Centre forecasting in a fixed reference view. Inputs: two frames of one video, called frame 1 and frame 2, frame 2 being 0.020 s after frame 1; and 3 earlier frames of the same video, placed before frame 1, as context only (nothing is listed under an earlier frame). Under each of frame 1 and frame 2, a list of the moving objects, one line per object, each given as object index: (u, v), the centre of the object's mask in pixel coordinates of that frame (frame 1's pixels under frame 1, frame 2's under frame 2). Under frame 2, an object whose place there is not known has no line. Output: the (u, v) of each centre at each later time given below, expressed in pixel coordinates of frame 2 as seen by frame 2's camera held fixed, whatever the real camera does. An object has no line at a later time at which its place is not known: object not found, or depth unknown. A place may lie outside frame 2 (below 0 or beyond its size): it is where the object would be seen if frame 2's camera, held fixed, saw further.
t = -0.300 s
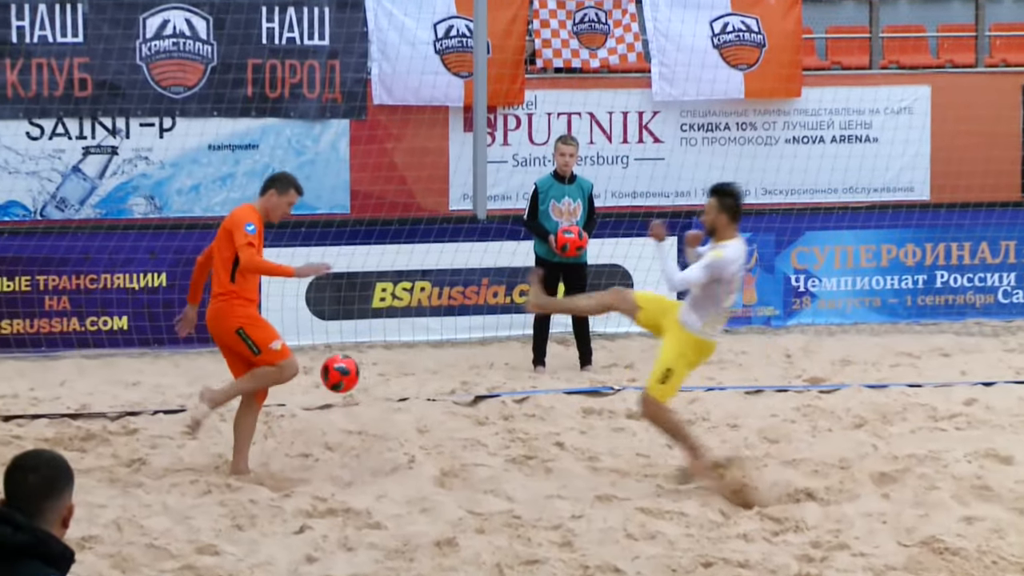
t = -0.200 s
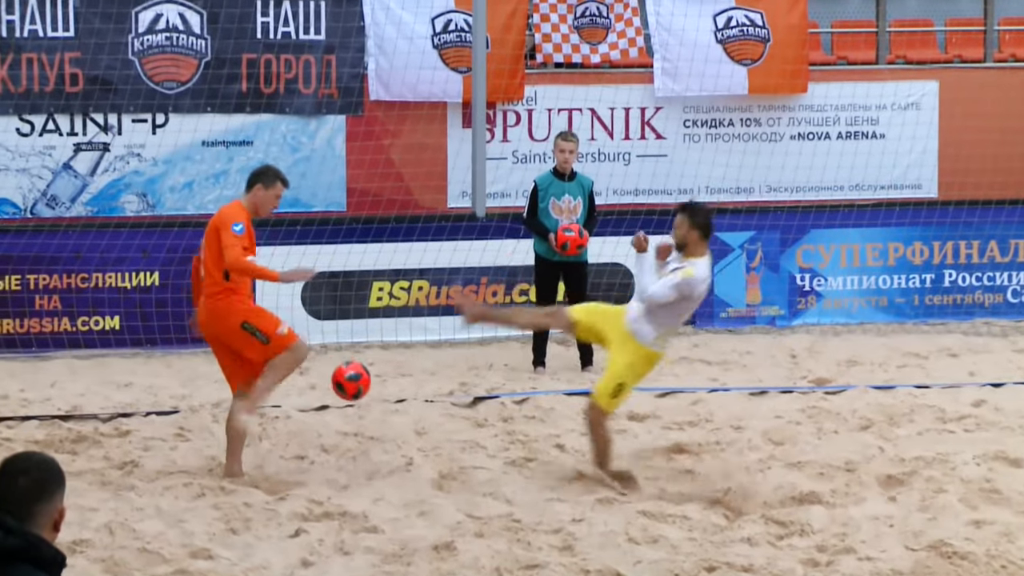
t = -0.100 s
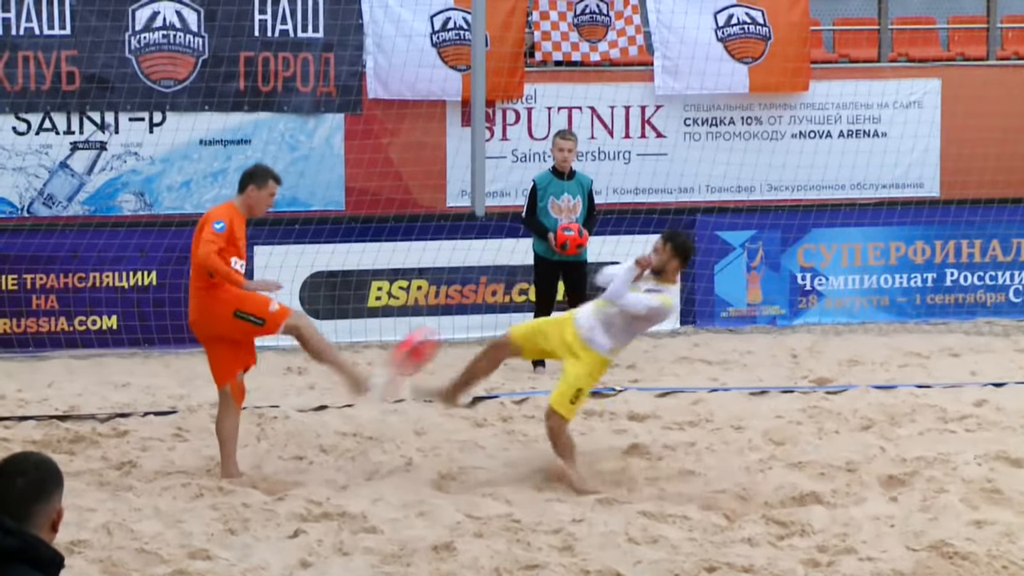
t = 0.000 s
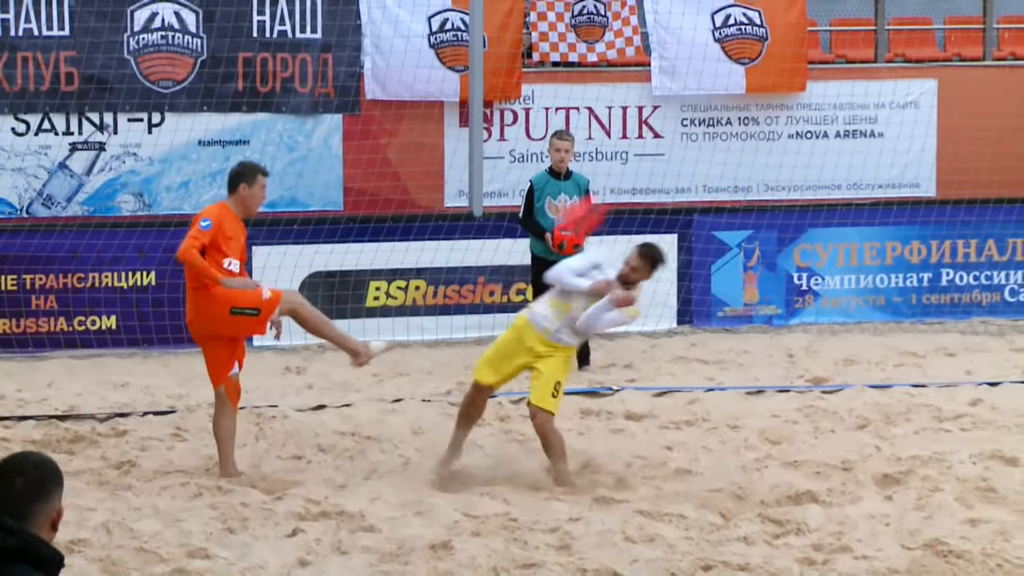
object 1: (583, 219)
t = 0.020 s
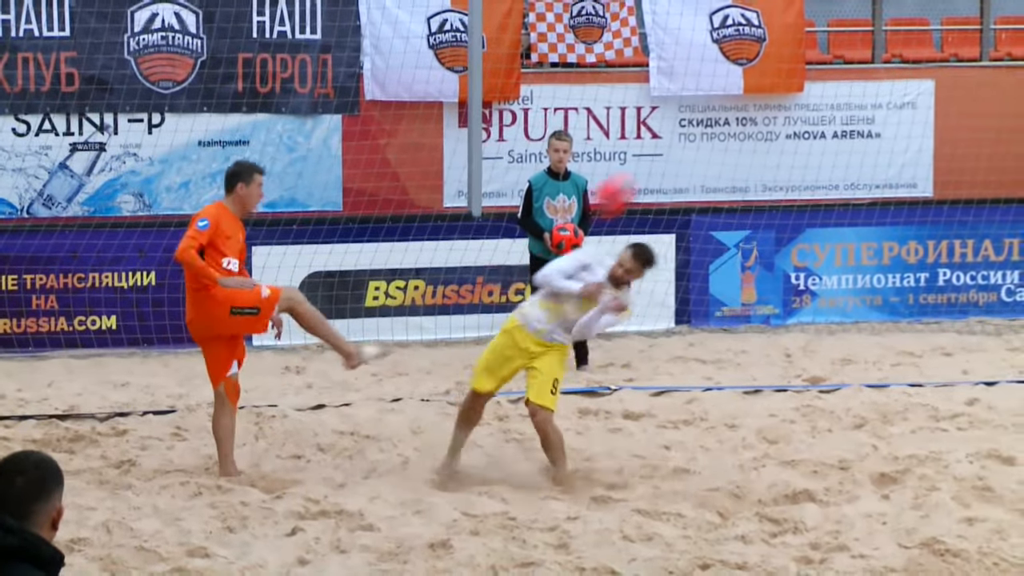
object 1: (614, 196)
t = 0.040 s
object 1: (646, 174)
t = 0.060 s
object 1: (678, 153)
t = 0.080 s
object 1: (708, 132)
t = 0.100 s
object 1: (741, 113)
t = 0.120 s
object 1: (770, 95)
